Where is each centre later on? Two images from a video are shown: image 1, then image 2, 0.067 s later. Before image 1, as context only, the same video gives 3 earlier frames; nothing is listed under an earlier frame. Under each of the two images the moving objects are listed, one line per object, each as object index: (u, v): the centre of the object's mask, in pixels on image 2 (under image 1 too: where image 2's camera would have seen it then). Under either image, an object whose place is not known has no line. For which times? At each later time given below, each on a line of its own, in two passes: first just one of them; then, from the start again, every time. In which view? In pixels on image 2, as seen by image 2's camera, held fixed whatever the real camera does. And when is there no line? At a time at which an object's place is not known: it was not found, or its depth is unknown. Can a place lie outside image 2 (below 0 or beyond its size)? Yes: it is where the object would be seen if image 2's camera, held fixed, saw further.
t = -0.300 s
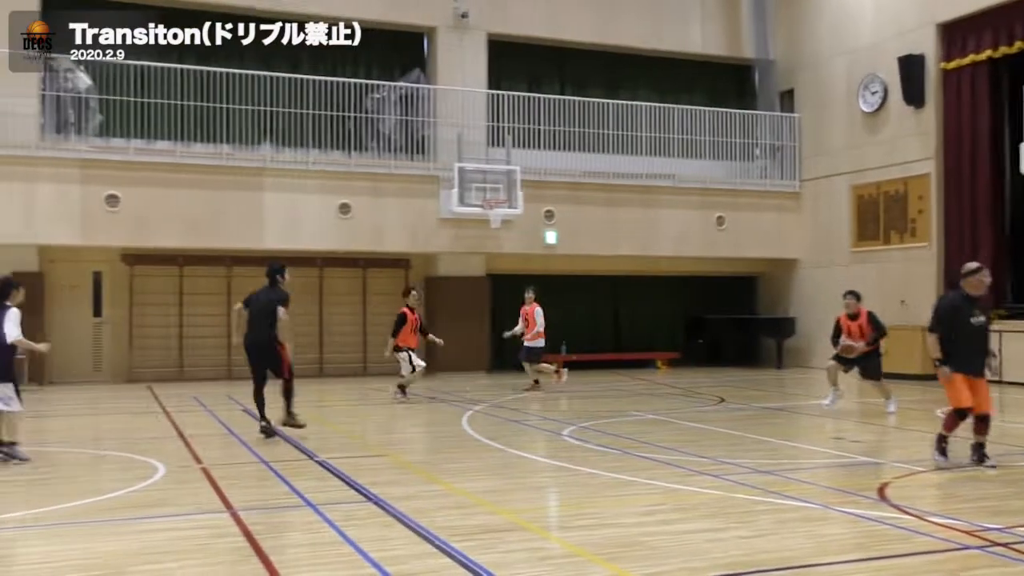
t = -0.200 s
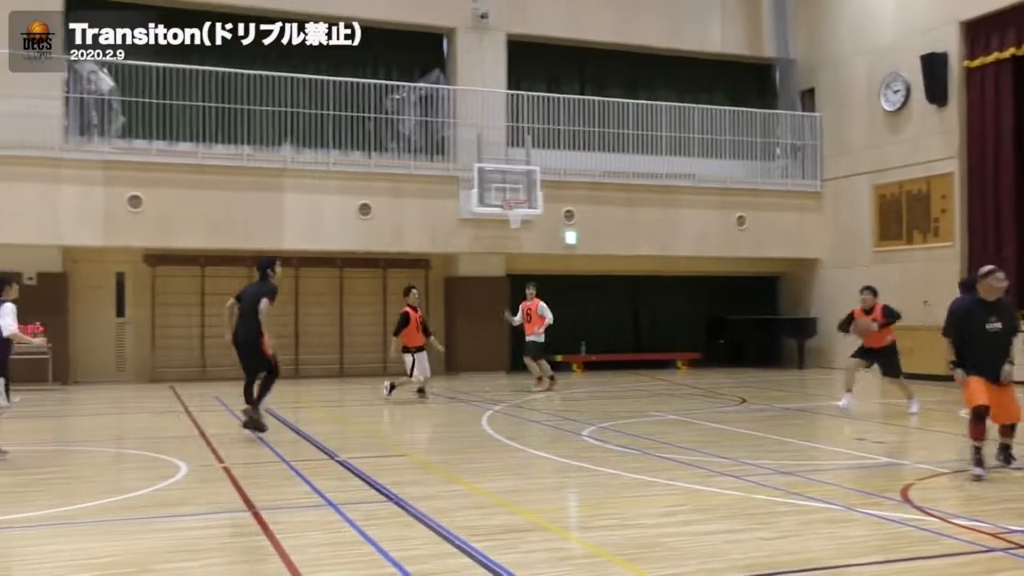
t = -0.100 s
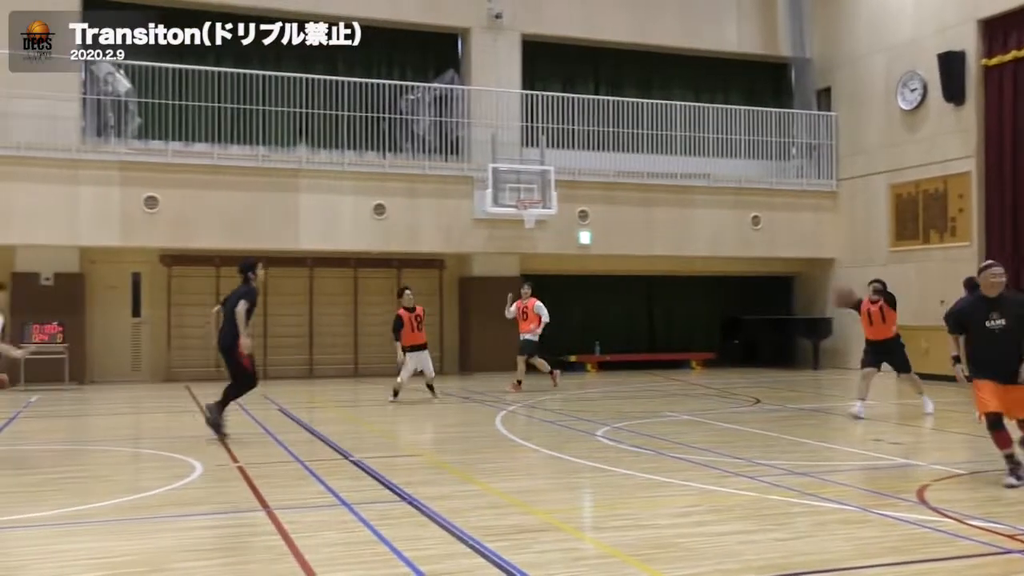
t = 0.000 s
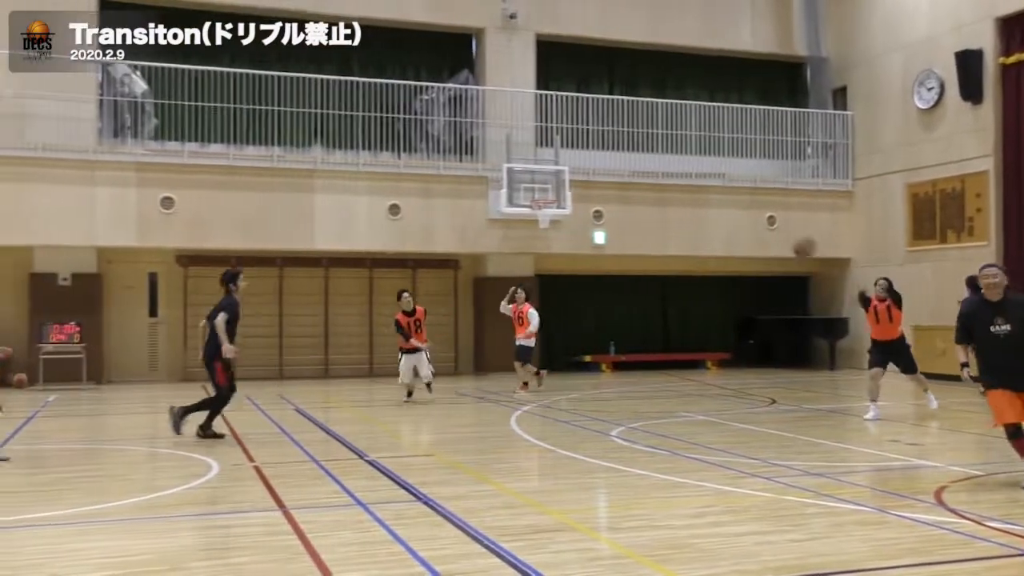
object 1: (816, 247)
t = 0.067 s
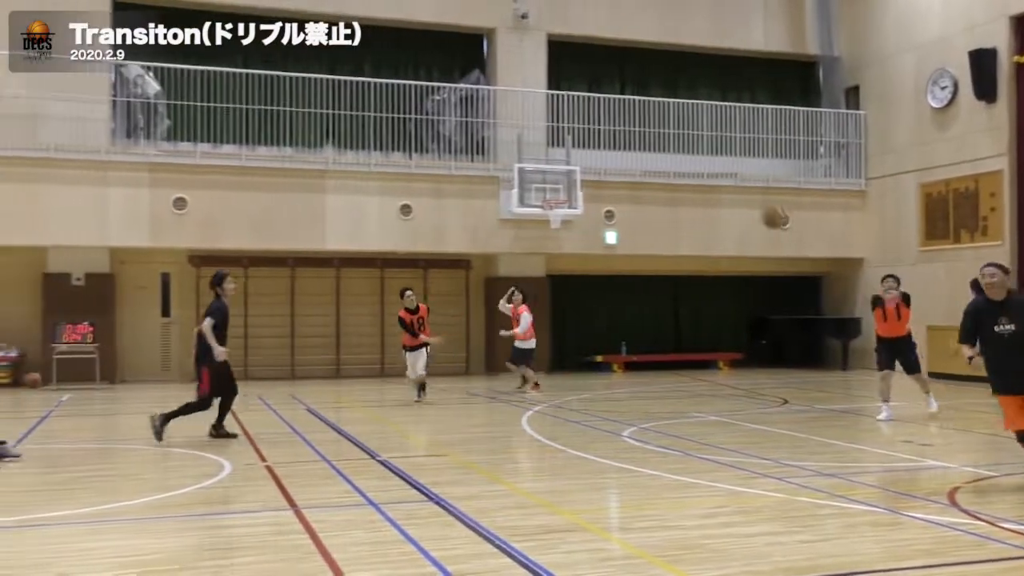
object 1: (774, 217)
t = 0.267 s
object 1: (624, 133)
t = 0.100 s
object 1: (750, 204)
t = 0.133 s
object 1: (729, 190)
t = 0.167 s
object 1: (702, 175)
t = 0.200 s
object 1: (677, 161)
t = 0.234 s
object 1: (650, 145)
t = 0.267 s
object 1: (624, 133)
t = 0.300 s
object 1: (594, 123)
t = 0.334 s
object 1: (565, 111)
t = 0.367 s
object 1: (533, 100)
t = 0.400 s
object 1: (499, 87)
